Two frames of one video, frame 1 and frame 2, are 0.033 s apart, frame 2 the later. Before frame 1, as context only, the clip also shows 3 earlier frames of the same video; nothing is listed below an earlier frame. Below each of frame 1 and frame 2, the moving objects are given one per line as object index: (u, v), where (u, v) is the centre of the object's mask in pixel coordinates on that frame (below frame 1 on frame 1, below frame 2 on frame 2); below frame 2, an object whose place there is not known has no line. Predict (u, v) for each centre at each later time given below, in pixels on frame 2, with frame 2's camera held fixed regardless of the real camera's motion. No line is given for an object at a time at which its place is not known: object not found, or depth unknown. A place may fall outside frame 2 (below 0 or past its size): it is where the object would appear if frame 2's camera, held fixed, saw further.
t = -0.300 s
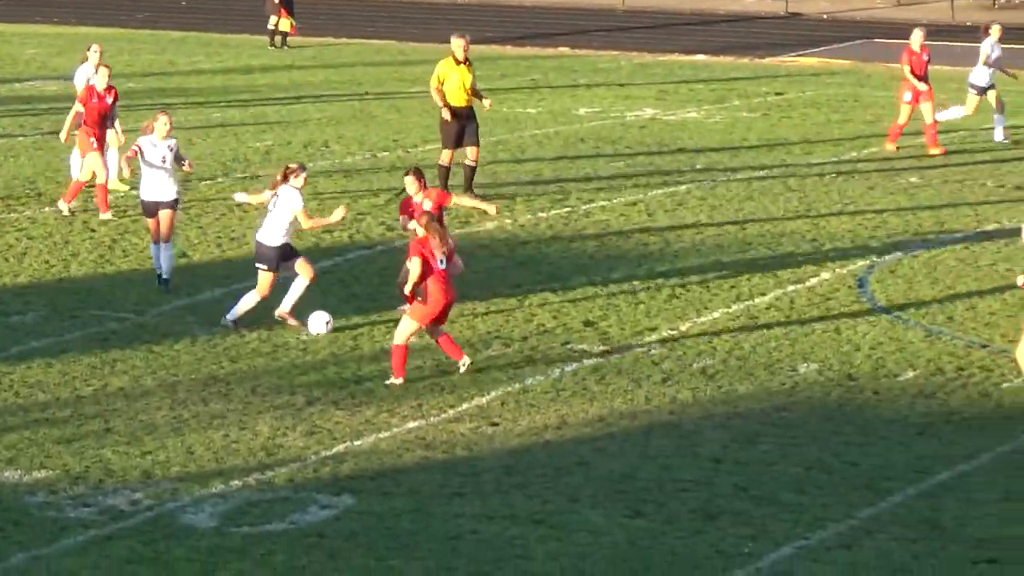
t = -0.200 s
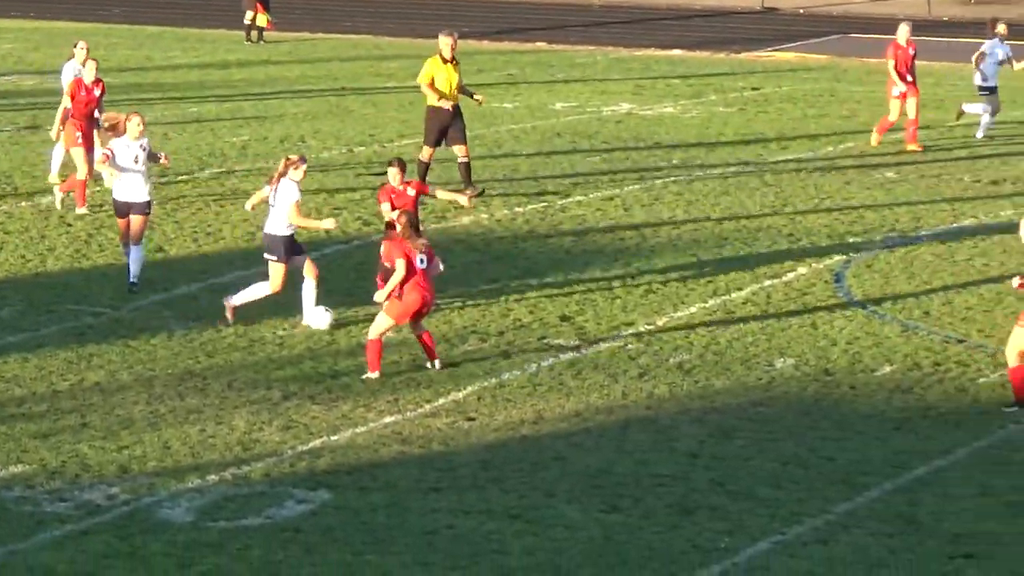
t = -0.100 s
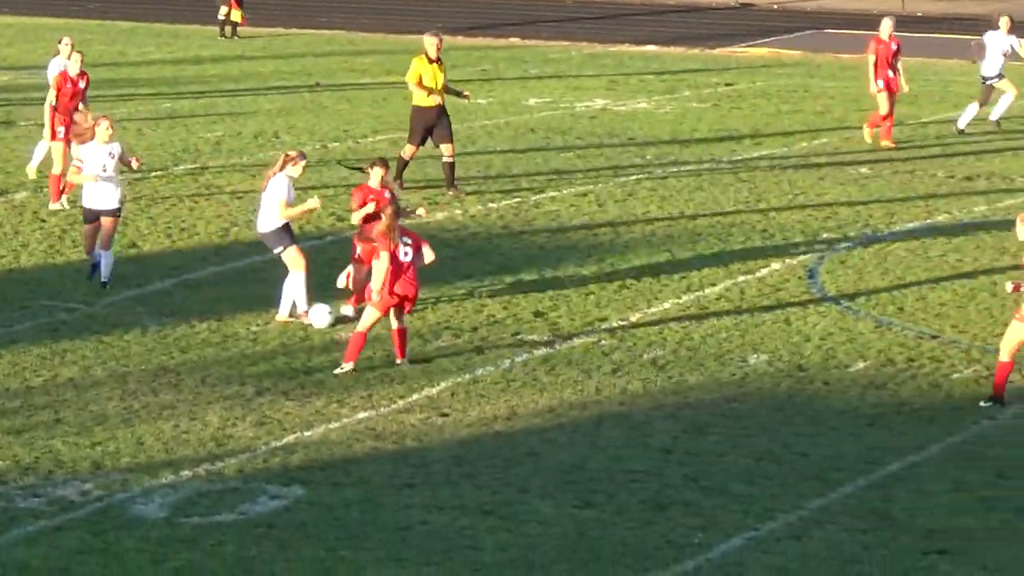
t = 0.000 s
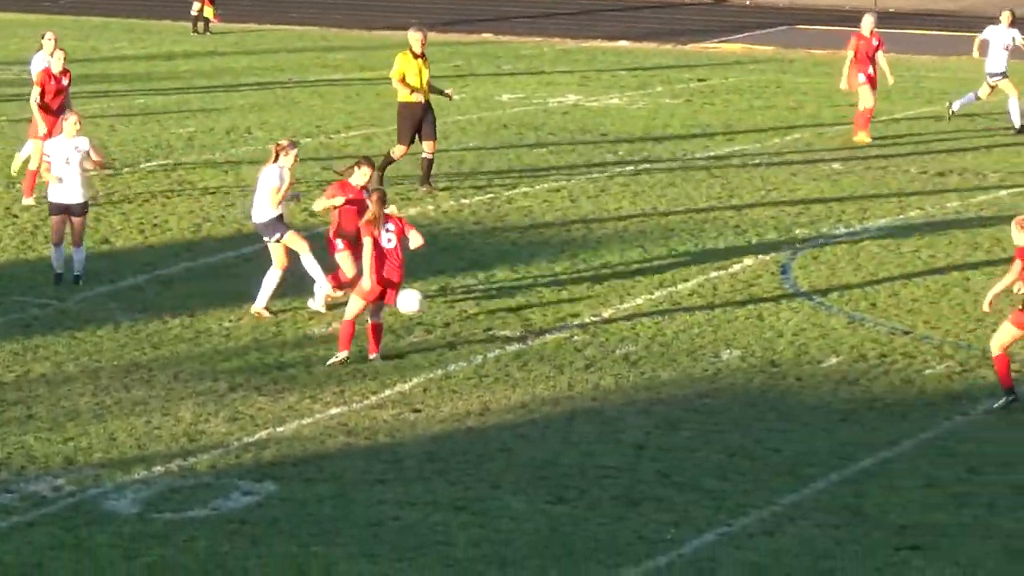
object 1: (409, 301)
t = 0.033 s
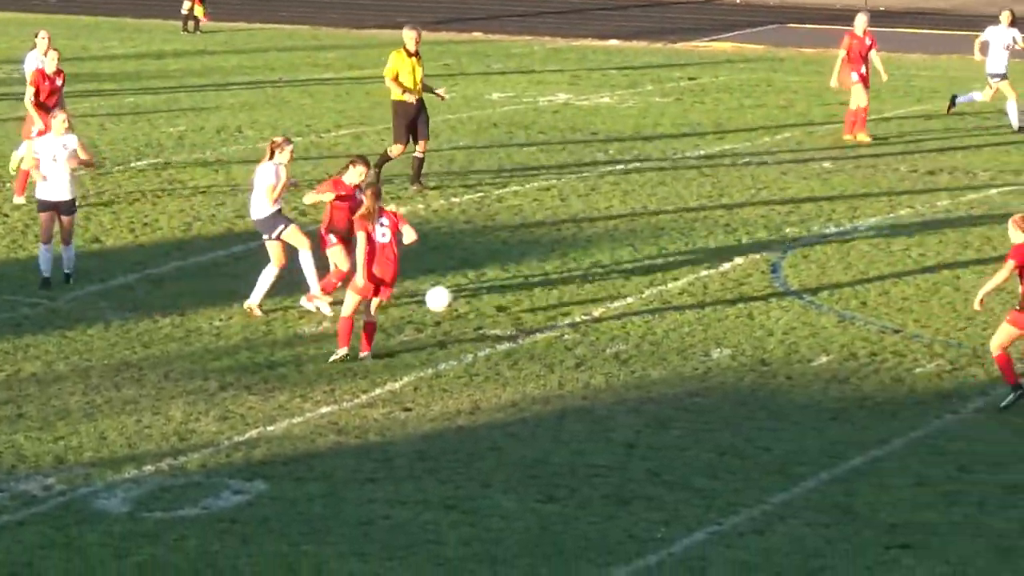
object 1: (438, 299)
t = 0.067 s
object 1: (476, 298)
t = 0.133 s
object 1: (553, 300)
